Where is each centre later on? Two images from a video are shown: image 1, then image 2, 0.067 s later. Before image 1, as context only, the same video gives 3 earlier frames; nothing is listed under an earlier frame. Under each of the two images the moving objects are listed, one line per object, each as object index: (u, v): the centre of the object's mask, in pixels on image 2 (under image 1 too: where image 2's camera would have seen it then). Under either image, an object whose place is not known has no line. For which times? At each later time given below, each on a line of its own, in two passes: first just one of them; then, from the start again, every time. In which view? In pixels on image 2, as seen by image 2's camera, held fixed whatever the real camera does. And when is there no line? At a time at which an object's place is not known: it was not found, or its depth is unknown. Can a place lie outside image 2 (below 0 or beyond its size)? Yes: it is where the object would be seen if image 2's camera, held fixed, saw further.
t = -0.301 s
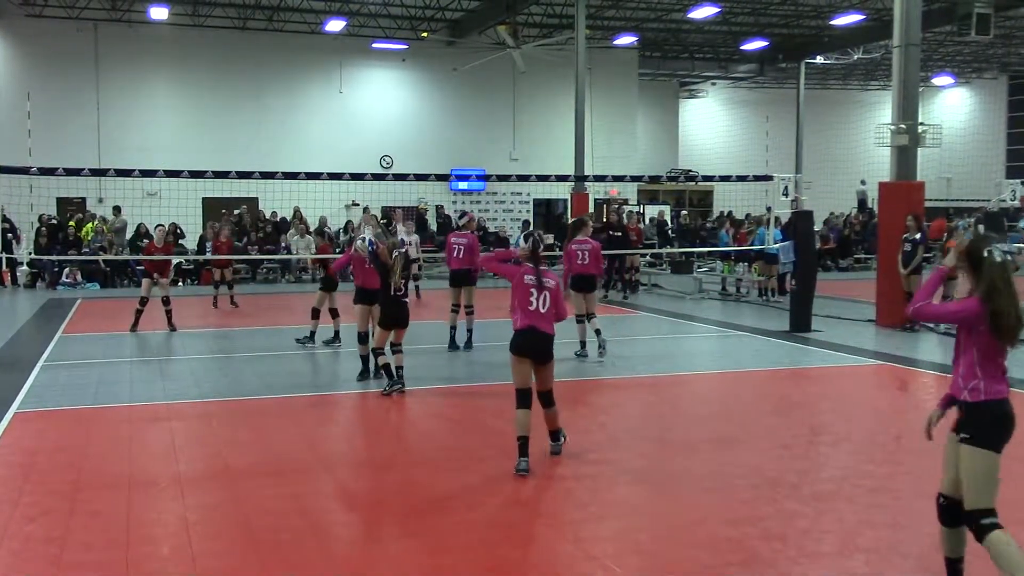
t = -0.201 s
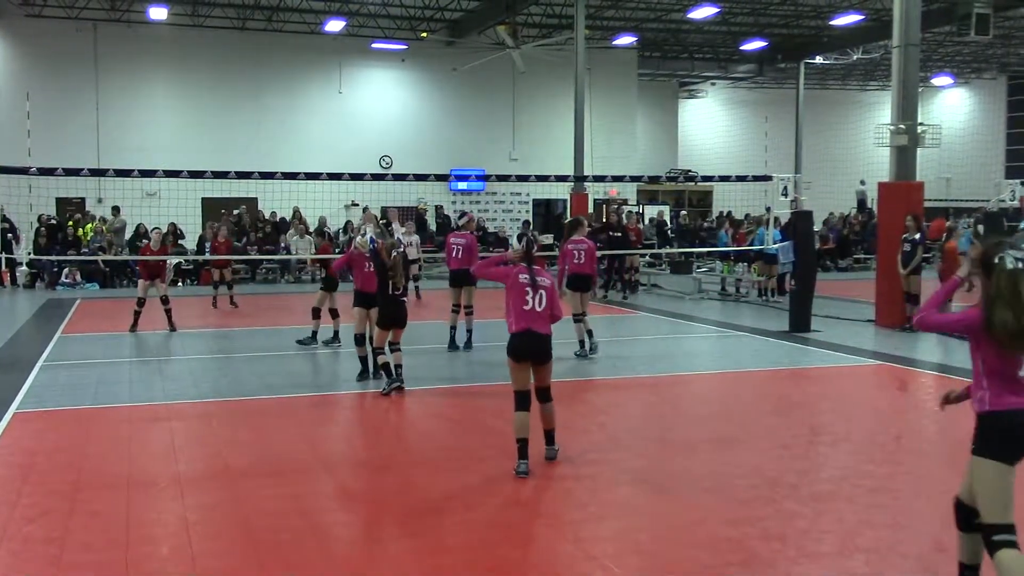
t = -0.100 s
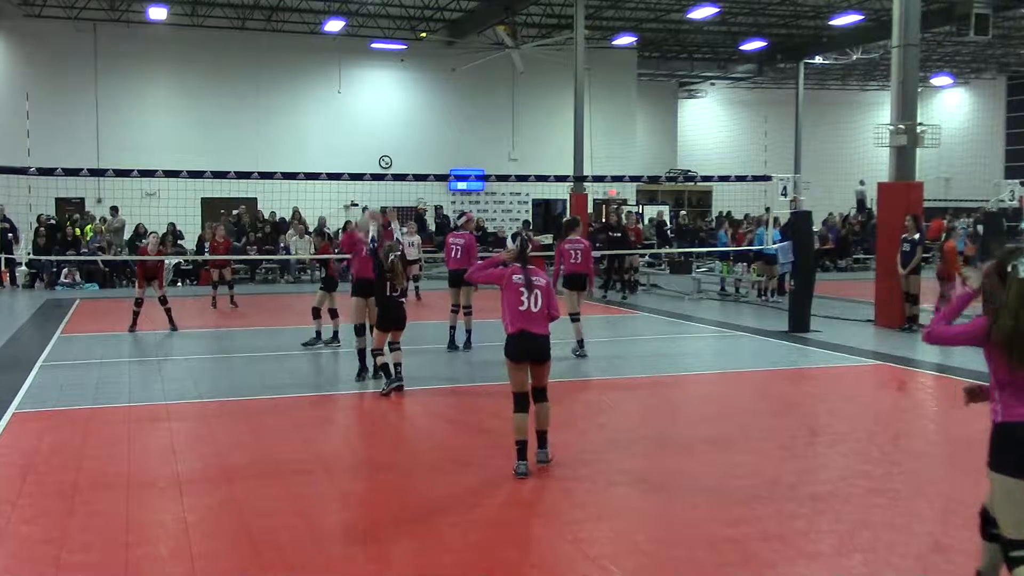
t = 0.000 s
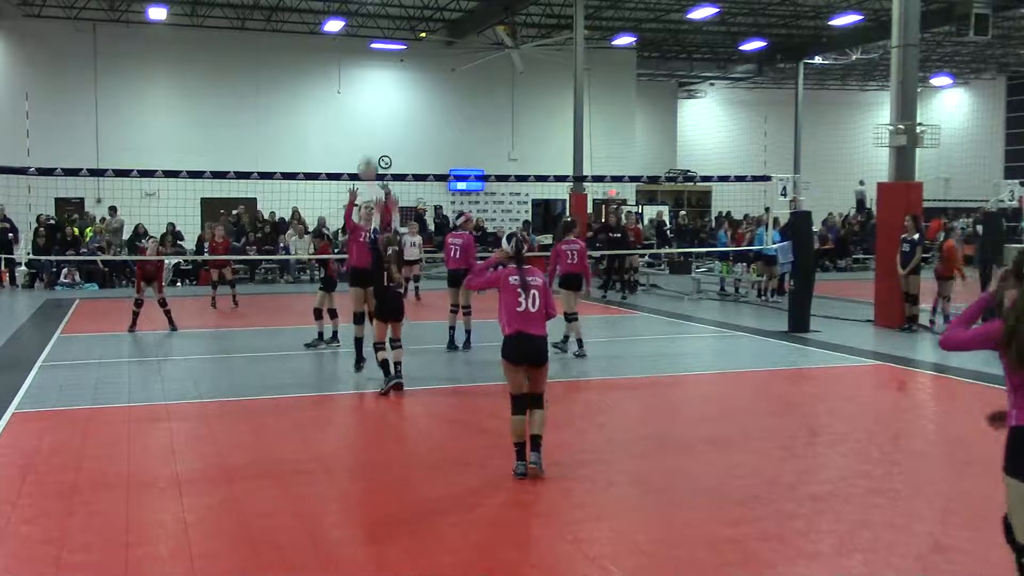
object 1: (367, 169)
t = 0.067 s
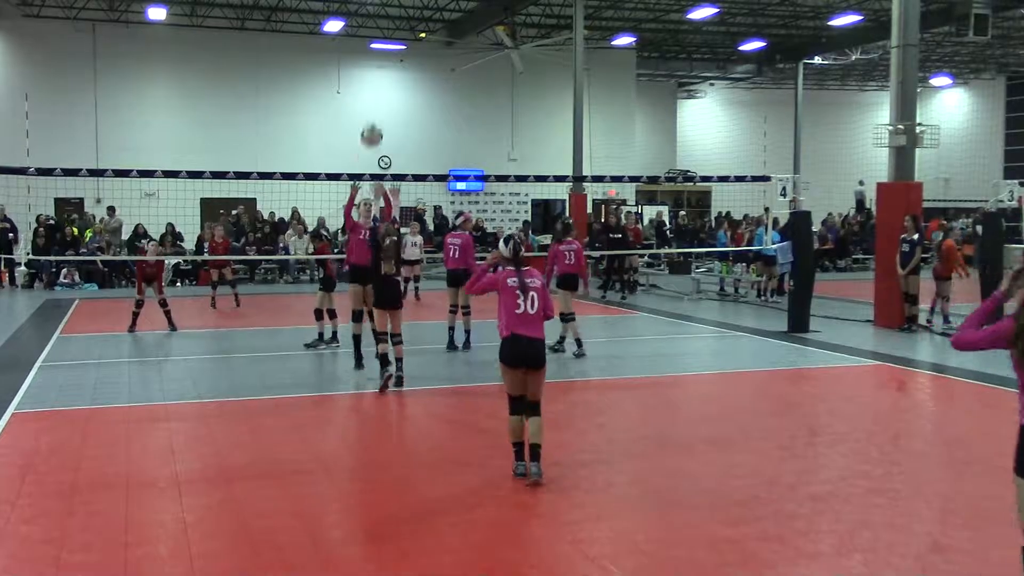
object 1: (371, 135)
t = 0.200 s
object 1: (381, 79)
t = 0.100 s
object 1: (374, 120)
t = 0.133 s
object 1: (376, 105)
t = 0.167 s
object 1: (379, 91)
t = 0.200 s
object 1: (381, 79)
